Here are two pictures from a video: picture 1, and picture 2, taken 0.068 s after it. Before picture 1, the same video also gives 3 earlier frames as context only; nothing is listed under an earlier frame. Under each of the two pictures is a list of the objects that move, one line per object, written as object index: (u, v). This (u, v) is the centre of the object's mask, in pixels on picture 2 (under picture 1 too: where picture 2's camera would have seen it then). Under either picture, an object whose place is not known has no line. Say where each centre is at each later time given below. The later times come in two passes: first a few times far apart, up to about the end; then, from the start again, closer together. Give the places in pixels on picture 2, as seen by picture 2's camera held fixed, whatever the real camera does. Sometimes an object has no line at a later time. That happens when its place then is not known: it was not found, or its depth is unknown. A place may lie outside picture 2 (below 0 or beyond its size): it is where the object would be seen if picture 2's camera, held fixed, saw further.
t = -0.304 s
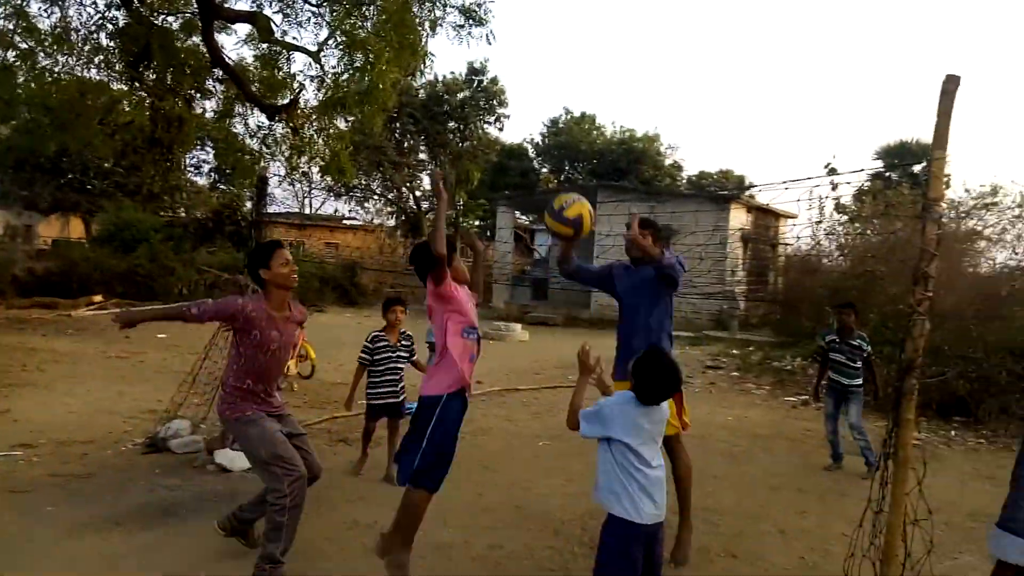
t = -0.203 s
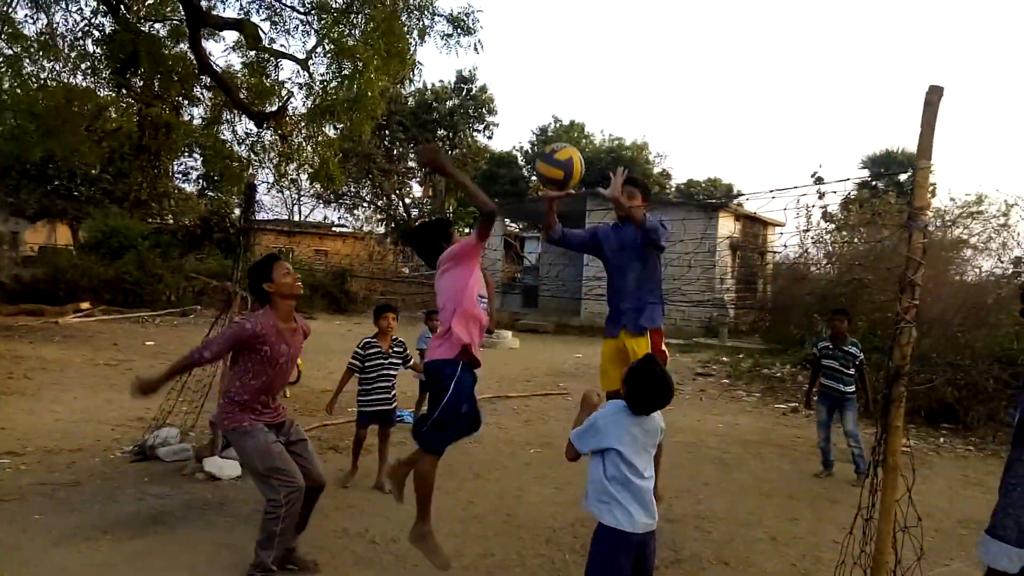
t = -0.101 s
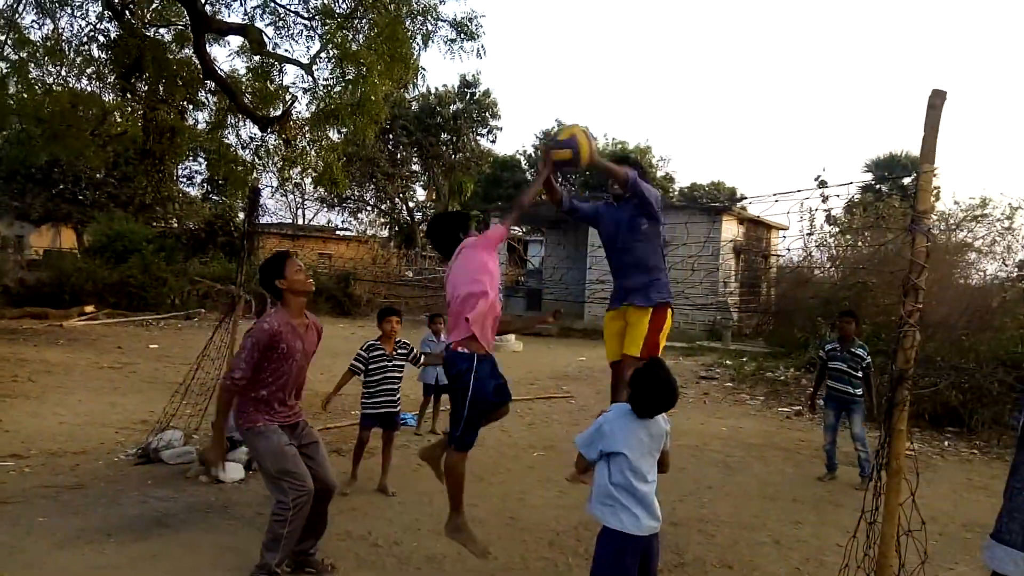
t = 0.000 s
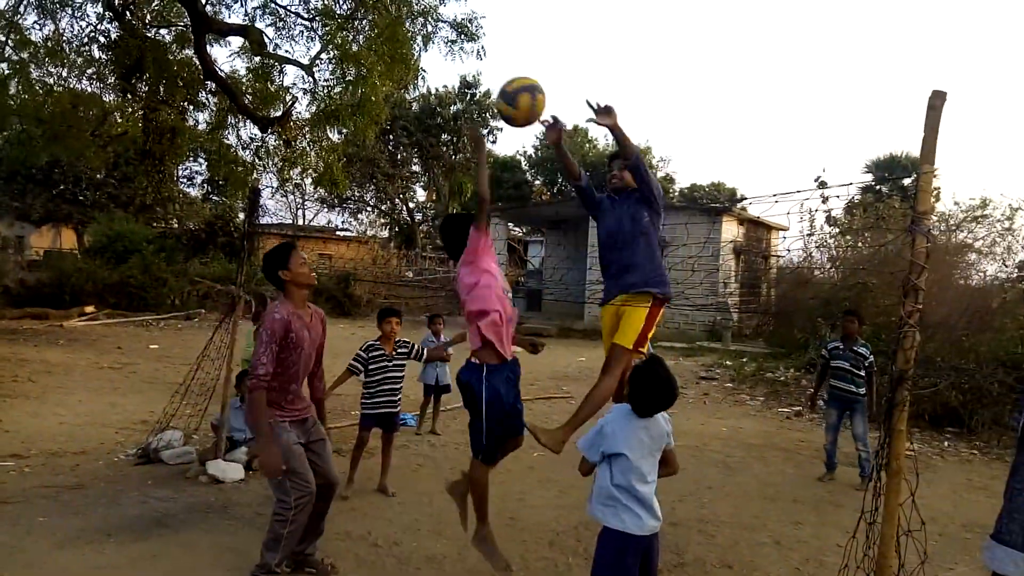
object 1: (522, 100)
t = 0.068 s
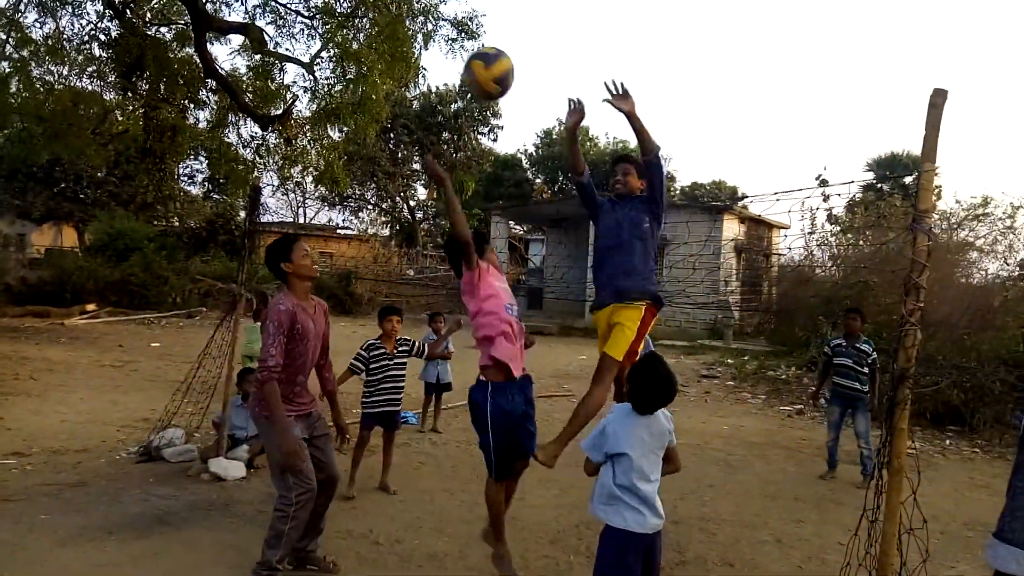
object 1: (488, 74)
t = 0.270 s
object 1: (365, 53)
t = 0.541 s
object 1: (113, 244)
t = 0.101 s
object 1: (470, 64)
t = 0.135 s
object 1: (452, 57)
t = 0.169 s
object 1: (433, 51)
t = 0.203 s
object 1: (410, 49)
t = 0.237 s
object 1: (389, 50)
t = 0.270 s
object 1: (365, 53)
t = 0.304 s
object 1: (341, 61)
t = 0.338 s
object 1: (313, 72)
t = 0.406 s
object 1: (254, 108)
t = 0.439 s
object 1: (223, 133)
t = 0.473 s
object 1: (188, 164)
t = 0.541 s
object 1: (113, 244)
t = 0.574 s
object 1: (70, 294)
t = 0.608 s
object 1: (29, 356)
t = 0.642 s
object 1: (-23, 426)
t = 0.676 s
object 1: (-67, 502)
